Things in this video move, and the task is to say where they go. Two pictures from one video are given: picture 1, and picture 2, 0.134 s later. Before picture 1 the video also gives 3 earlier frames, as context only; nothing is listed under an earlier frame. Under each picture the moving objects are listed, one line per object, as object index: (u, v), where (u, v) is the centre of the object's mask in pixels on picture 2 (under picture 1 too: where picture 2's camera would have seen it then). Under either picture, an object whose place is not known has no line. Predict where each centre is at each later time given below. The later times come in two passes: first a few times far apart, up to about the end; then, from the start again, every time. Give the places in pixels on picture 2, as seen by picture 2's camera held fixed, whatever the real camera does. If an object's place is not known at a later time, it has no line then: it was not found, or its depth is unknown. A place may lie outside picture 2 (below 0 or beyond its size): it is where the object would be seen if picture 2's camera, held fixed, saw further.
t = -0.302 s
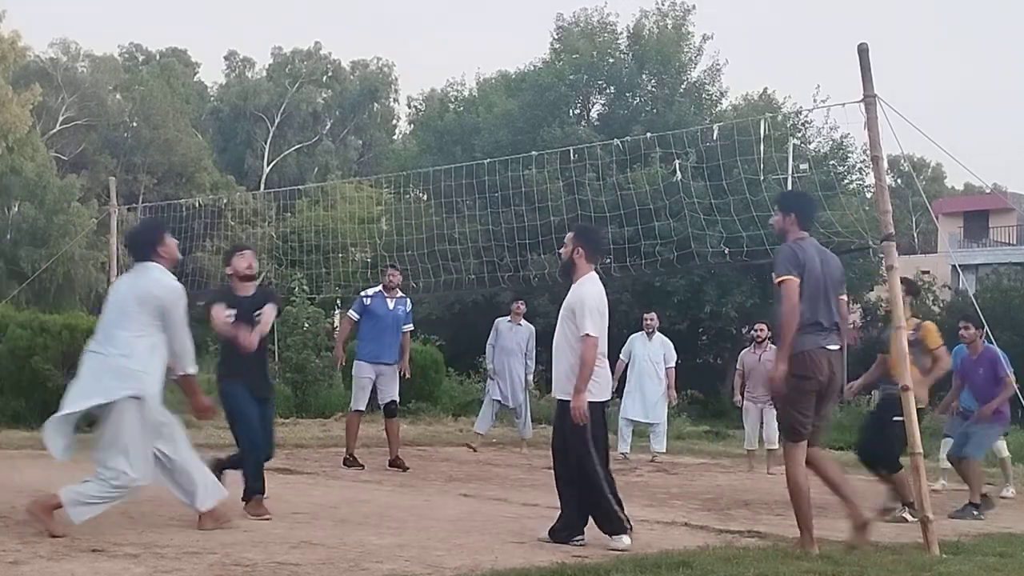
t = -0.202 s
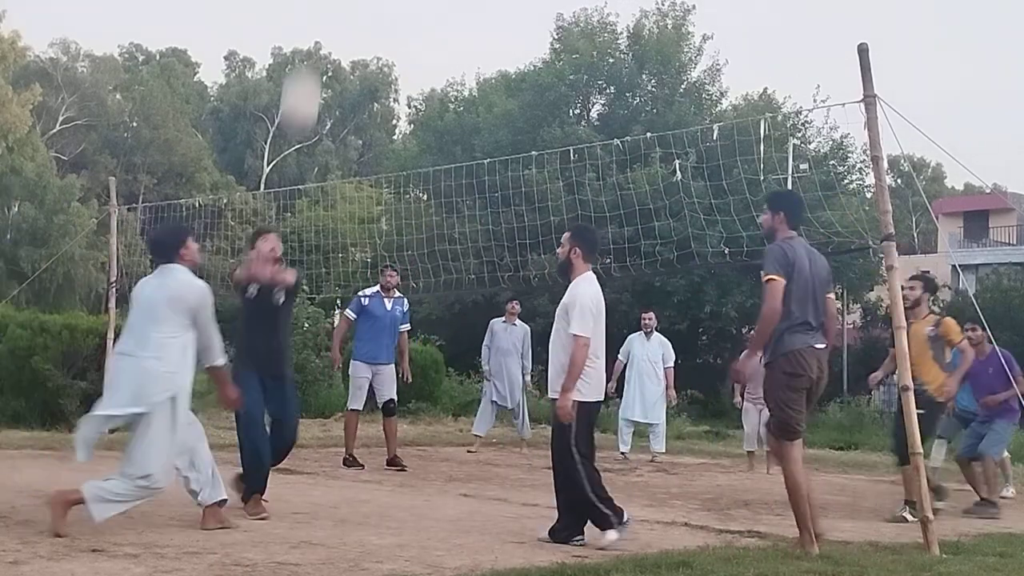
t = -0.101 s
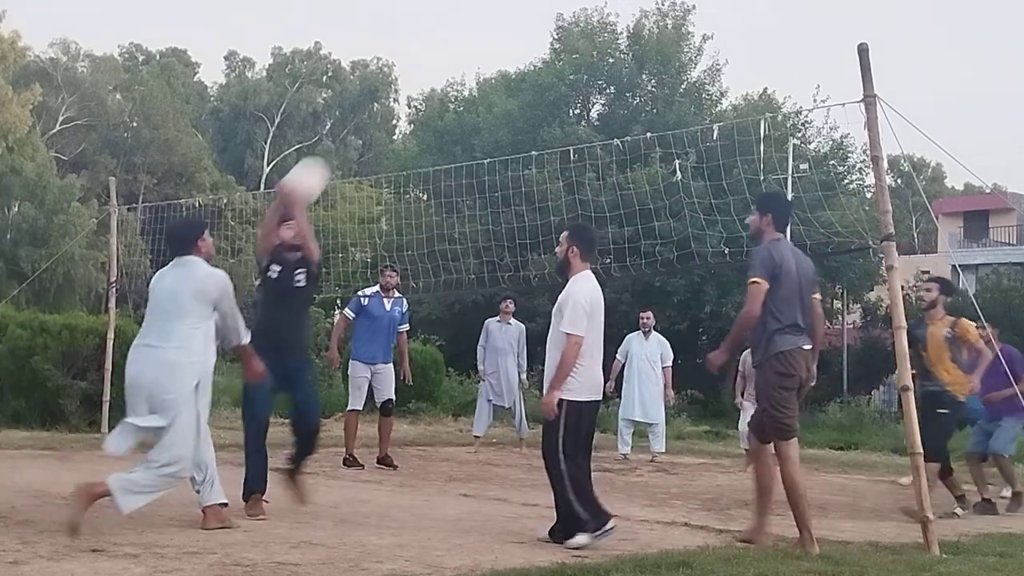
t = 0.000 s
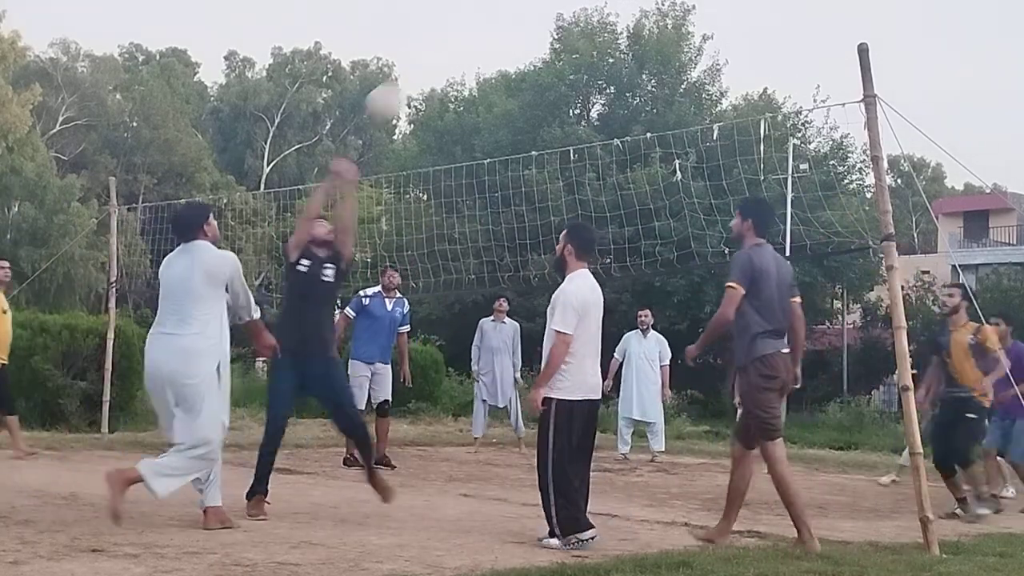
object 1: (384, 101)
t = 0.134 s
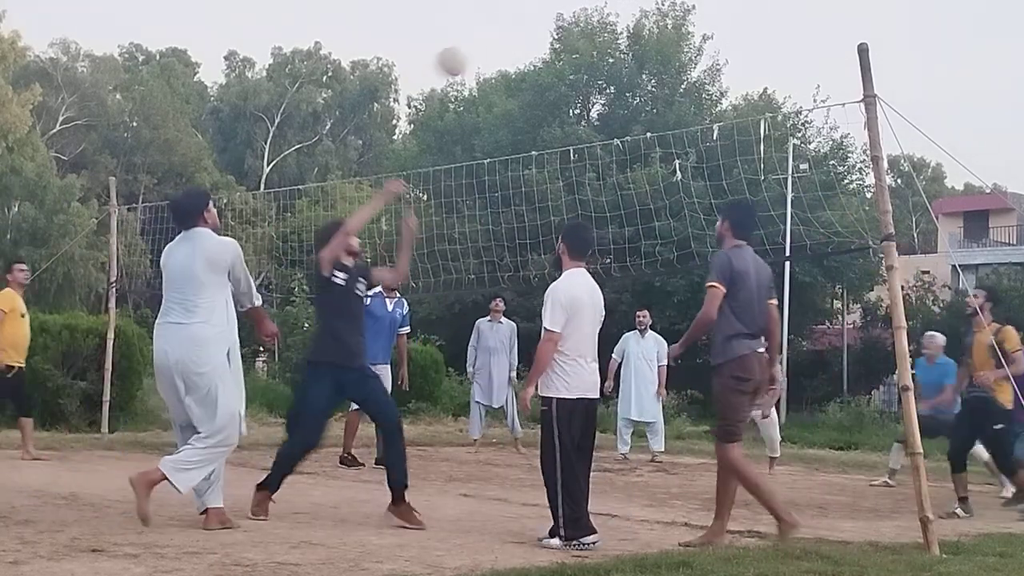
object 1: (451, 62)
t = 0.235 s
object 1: (491, 53)
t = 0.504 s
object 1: (574, 92)
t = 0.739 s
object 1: (625, 183)
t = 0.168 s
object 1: (464, 57)
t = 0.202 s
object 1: (478, 54)
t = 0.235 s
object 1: (491, 53)
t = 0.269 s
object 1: (503, 53)
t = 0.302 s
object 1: (515, 55)
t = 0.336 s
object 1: (525, 58)
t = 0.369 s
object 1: (538, 63)
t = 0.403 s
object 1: (548, 69)
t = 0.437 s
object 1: (556, 76)
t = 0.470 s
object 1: (565, 84)
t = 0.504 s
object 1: (574, 92)
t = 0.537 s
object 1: (581, 102)
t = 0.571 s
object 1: (591, 115)
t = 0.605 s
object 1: (599, 127)
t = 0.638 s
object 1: (605, 139)
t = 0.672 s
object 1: (612, 153)
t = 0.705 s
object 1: (618, 167)
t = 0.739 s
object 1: (625, 183)
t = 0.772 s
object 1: (631, 199)
